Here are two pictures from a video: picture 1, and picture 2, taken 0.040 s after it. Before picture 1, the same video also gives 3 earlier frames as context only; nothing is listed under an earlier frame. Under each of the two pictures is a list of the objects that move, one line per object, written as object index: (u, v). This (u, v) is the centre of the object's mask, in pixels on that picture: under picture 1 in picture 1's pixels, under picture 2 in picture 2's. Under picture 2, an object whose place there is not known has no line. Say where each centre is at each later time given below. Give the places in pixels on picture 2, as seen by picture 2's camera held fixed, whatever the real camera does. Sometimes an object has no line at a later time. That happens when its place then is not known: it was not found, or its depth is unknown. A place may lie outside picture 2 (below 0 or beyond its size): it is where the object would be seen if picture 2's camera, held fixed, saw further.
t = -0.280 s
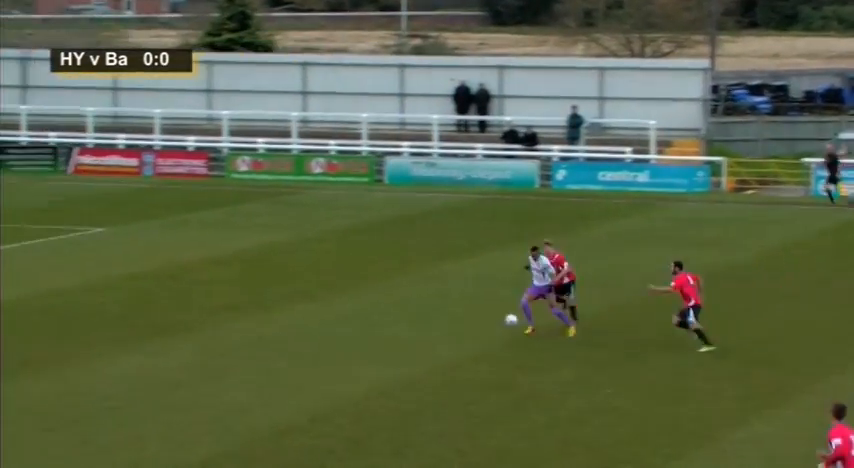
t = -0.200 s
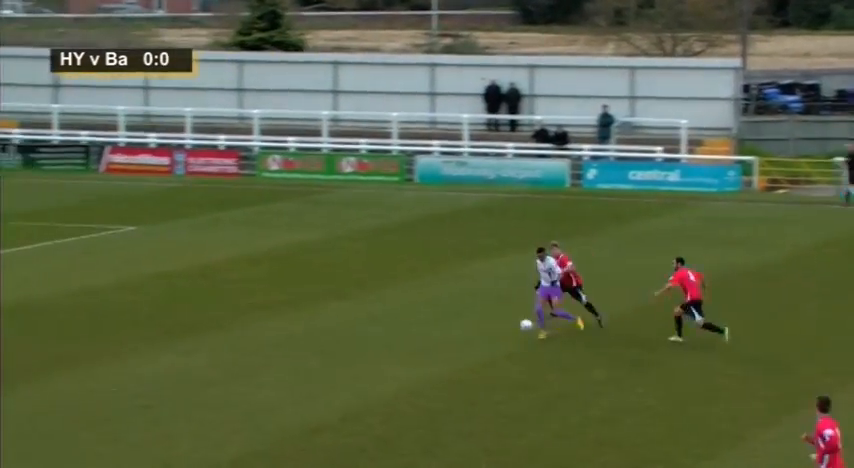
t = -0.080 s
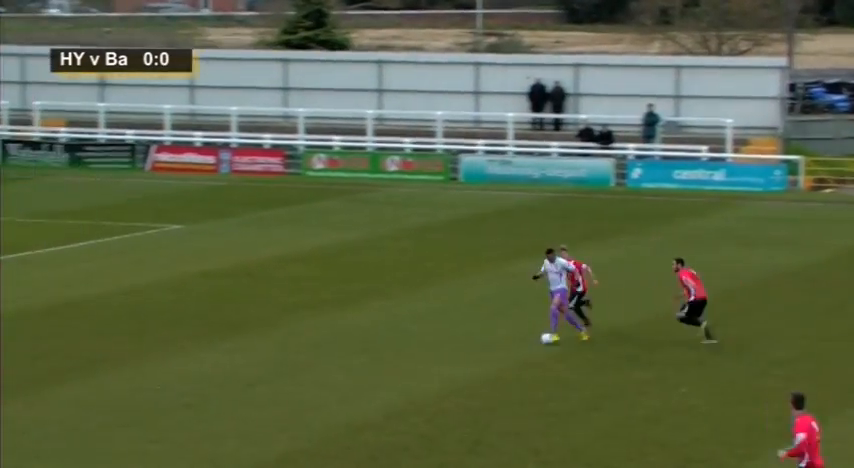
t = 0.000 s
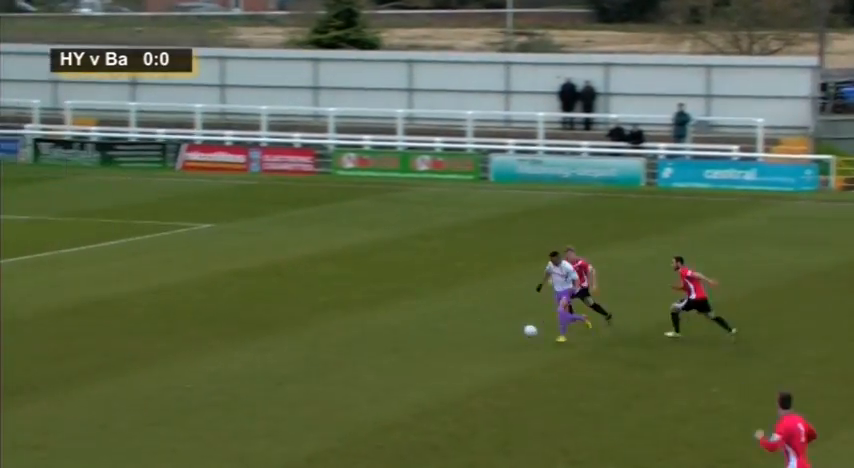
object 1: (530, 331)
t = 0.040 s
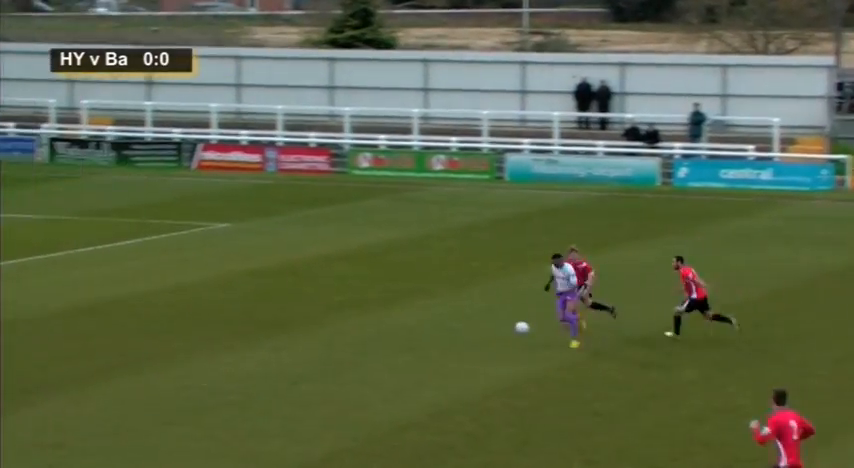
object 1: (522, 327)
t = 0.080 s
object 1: (498, 325)
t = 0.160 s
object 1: (451, 324)
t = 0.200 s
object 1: (427, 324)
